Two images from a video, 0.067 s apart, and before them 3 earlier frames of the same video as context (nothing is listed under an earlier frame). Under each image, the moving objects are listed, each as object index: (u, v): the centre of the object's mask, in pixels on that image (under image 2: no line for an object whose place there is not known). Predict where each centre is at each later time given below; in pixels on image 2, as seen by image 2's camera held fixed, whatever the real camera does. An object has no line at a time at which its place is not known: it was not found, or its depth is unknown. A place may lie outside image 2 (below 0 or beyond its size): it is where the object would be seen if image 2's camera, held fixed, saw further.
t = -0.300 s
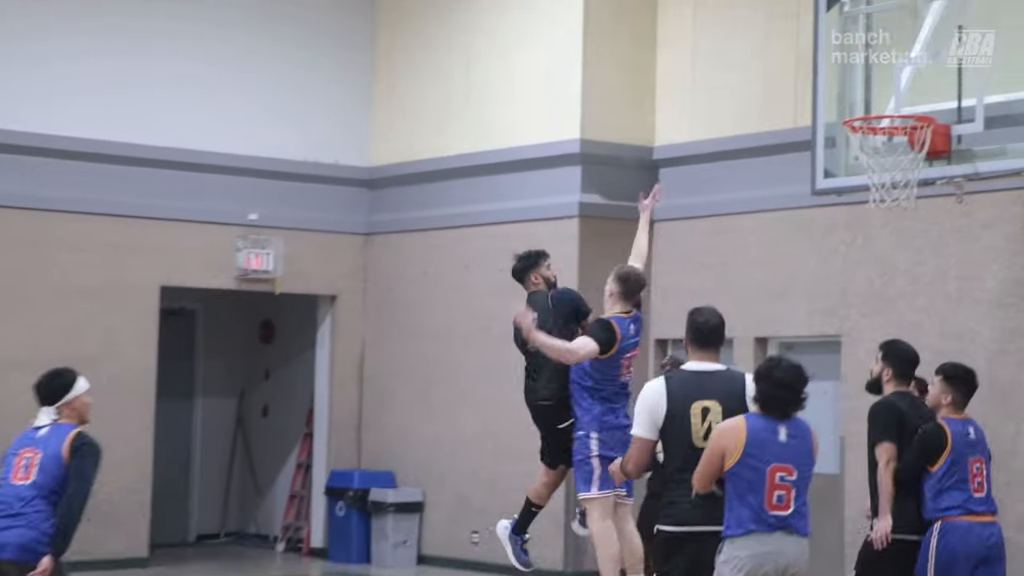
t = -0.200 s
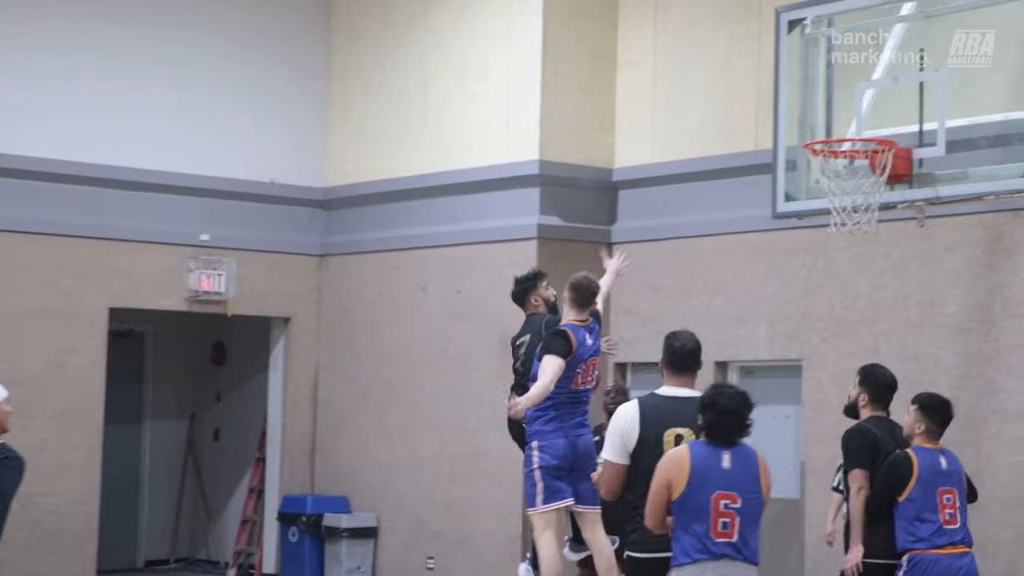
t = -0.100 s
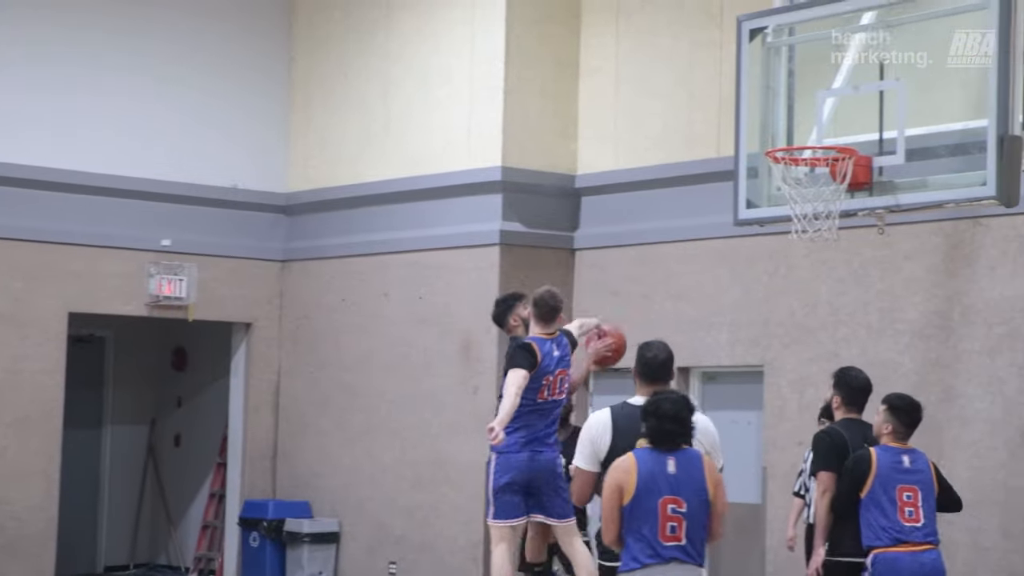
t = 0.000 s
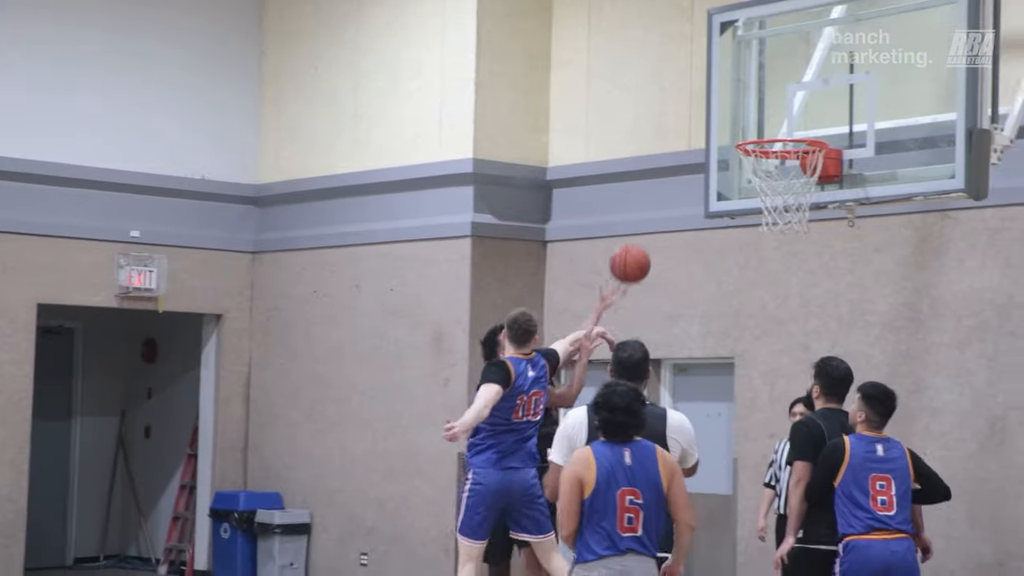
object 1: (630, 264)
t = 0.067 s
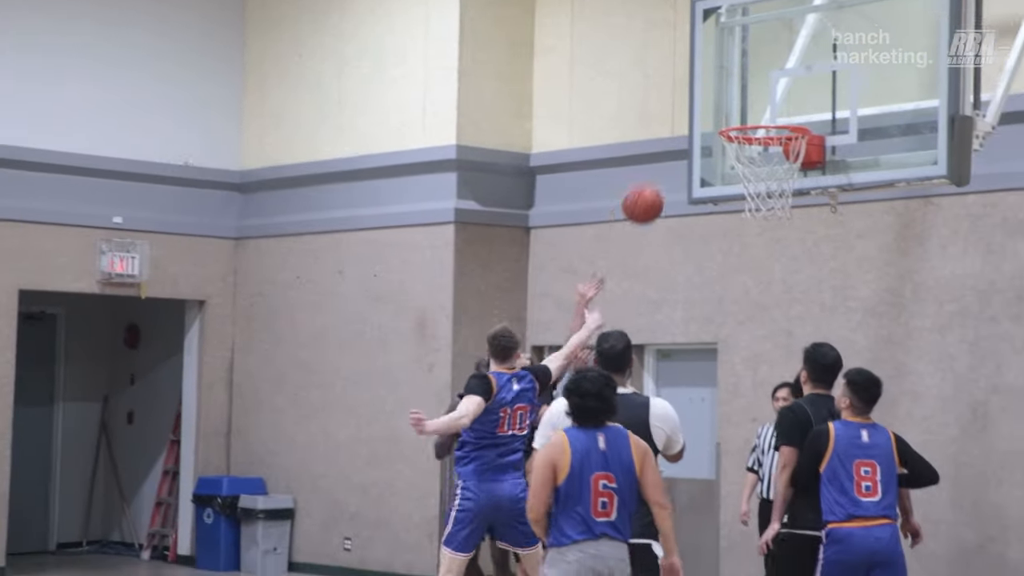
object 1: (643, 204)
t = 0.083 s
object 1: (650, 194)
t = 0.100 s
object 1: (657, 183)
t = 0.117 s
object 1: (664, 173)
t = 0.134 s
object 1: (671, 165)
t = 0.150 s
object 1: (679, 156)
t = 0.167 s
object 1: (687, 148)
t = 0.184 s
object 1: (694, 141)
